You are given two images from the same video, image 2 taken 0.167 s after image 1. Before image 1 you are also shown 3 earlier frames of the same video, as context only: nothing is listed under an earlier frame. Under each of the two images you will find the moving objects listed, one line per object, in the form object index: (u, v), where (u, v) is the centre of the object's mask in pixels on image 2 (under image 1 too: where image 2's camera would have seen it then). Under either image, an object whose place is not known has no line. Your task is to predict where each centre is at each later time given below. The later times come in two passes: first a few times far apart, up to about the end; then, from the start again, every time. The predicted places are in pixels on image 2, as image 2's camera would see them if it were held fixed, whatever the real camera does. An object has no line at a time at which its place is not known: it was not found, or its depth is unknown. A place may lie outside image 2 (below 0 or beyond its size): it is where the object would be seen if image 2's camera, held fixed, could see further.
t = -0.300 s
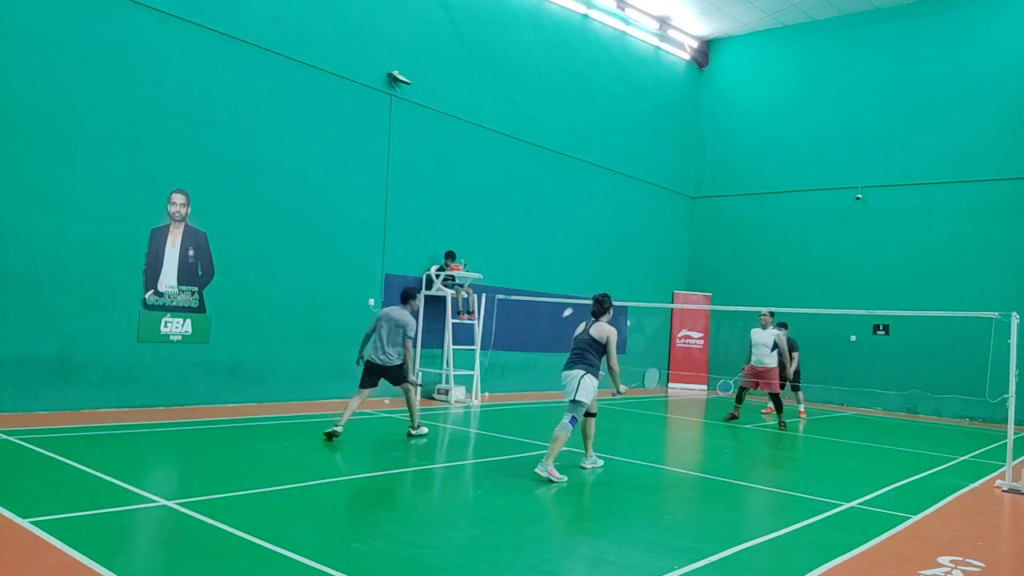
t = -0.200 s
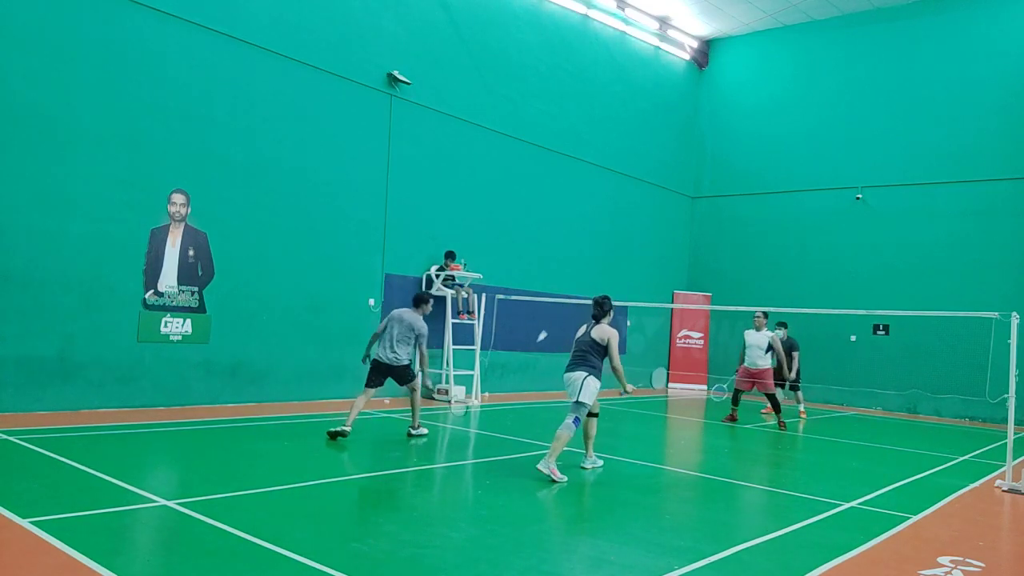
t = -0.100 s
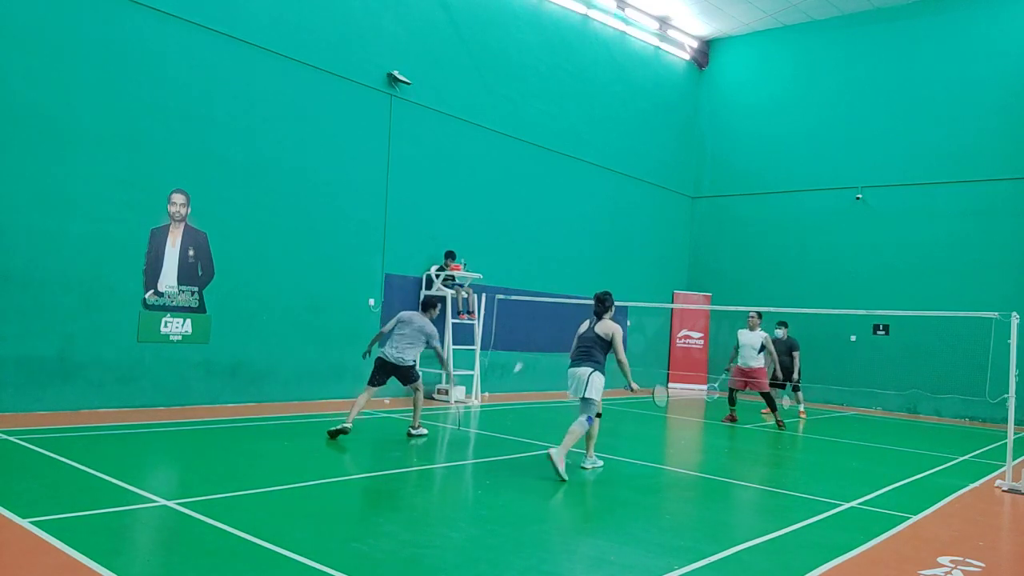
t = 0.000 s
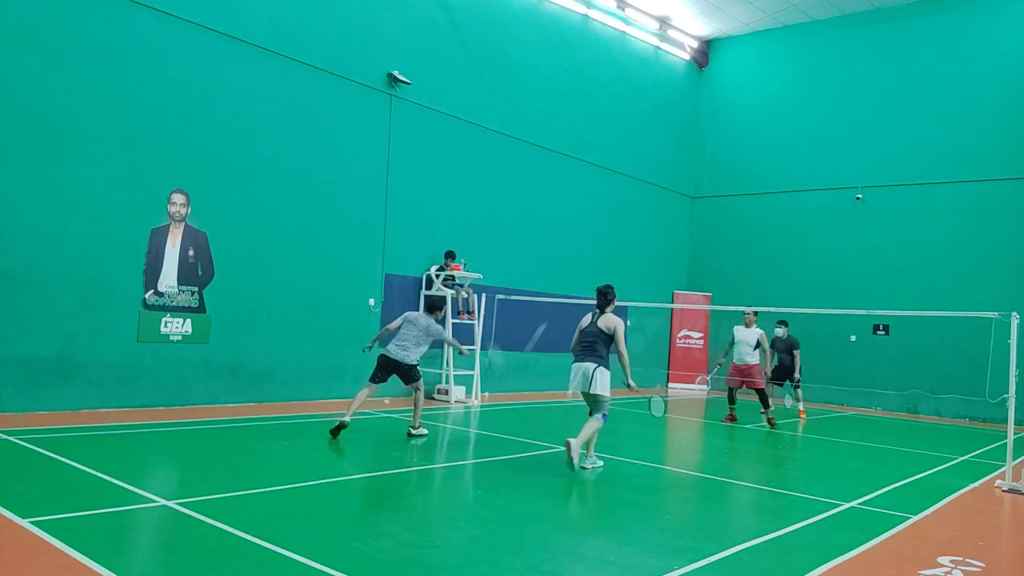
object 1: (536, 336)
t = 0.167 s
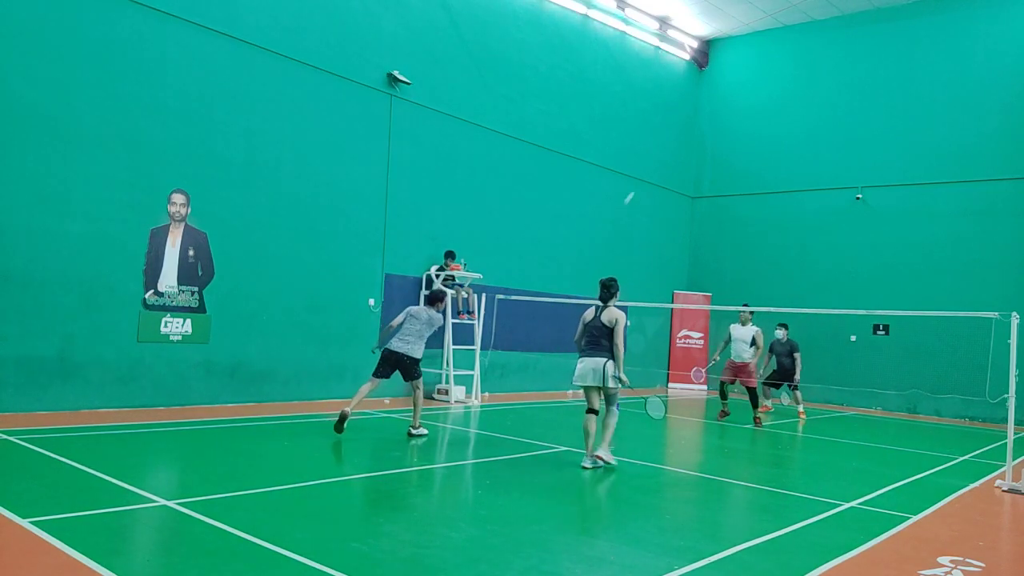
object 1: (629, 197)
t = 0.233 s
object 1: (650, 170)
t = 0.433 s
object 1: (691, 131)
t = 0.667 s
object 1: (721, 127)
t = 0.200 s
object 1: (640, 183)
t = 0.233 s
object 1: (650, 170)
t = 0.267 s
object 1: (659, 161)
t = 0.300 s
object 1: (666, 152)
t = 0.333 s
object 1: (673, 145)
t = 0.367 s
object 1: (680, 139)
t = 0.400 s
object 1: (686, 135)
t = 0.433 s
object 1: (691, 131)
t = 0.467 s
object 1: (697, 128)
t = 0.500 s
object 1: (701, 126)
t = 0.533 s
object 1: (706, 125)
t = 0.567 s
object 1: (710, 125)
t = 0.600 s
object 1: (714, 125)
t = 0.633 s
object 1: (718, 126)
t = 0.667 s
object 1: (721, 127)
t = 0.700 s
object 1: (724, 129)
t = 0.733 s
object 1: (728, 132)
